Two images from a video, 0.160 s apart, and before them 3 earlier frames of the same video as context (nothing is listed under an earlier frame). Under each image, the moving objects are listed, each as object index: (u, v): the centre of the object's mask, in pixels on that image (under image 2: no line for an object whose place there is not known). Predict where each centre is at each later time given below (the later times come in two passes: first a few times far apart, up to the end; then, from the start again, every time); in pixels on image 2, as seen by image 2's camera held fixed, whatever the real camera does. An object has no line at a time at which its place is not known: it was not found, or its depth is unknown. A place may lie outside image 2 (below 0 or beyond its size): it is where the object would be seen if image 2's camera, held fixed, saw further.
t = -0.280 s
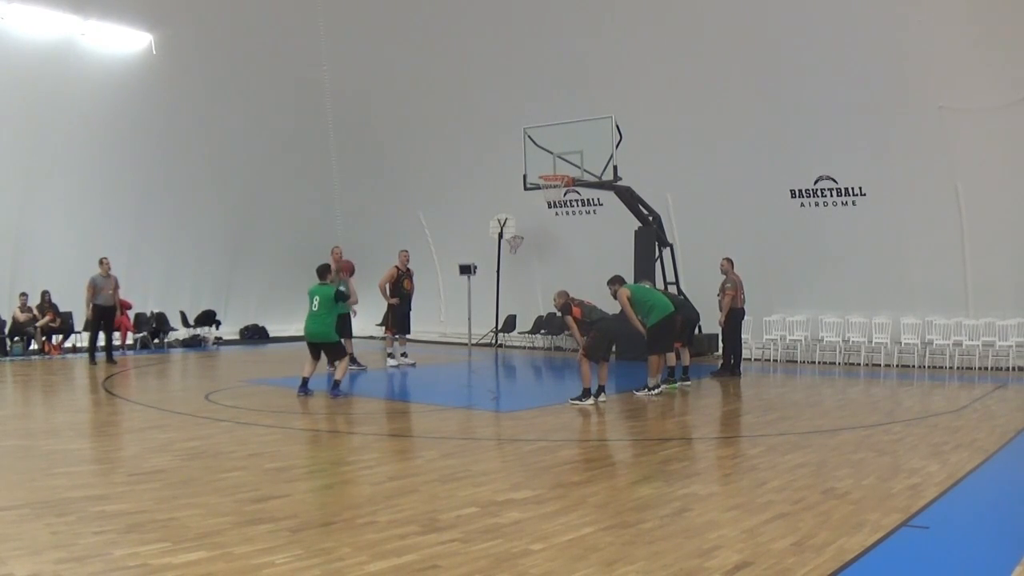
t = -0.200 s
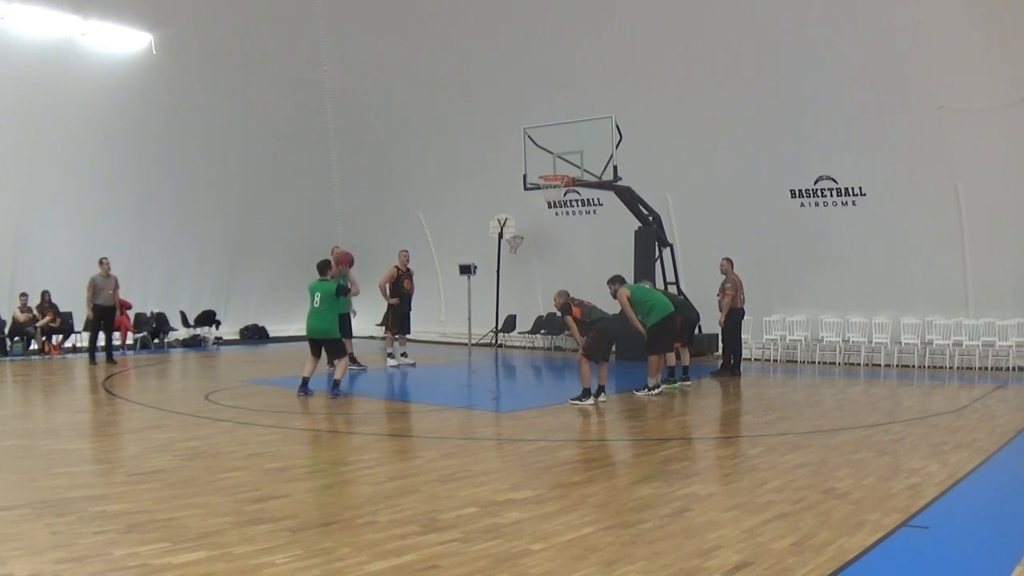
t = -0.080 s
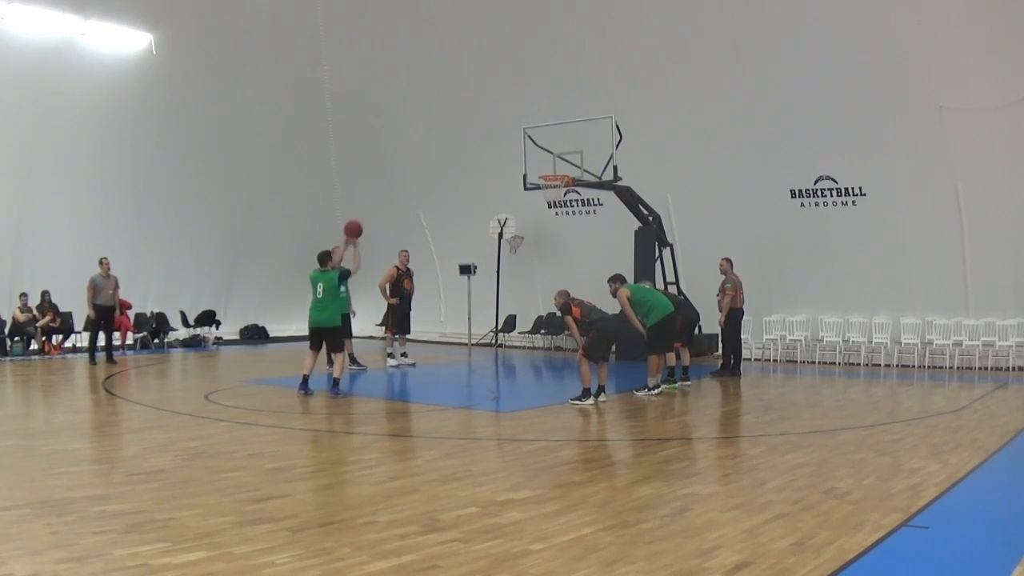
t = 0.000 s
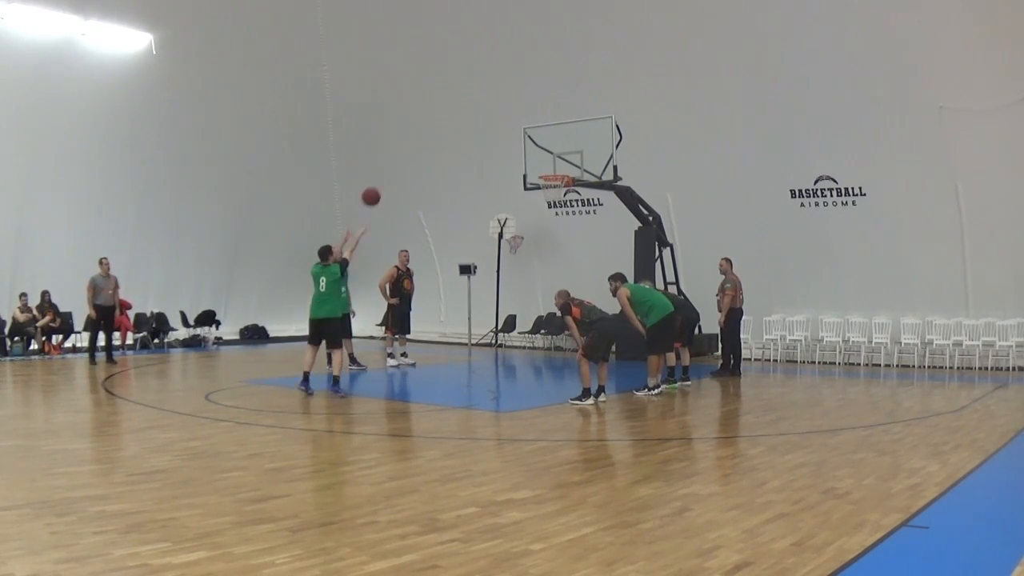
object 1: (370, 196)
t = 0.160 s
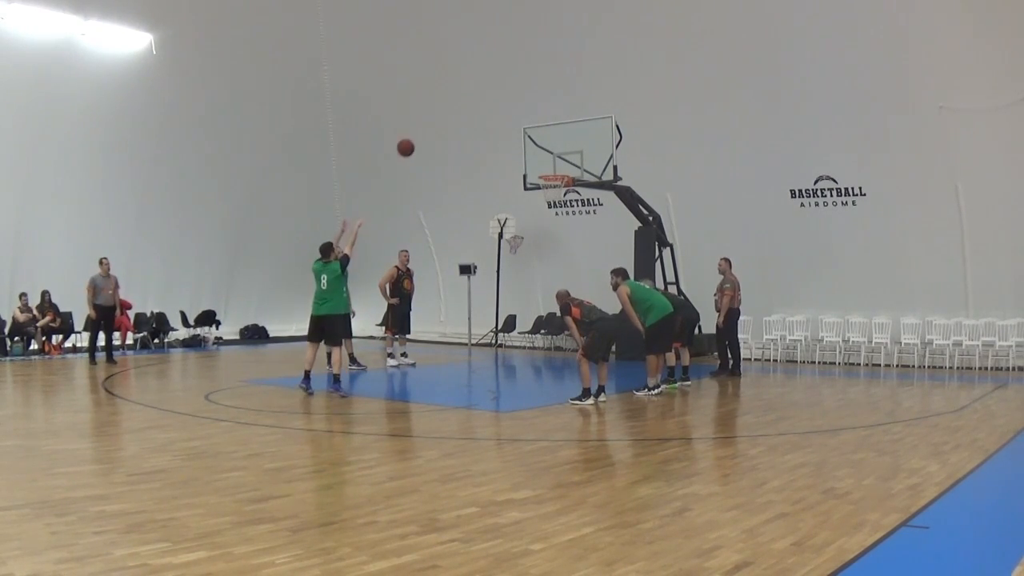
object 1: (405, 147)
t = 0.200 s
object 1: (413, 138)
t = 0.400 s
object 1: (452, 113)
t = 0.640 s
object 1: (494, 120)
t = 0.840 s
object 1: (526, 151)
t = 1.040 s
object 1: (542, 156)
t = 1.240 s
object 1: (549, 150)
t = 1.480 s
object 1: (536, 161)
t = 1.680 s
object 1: (523, 190)
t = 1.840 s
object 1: (512, 227)
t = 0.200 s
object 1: (413, 138)
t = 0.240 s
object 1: (422, 131)
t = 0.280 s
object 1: (429, 125)
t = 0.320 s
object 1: (437, 120)
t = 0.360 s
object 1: (445, 116)
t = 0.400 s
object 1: (452, 113)
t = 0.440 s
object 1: (459, 112)
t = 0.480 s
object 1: (466, 111)
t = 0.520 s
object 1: (473, 112)
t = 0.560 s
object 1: (481, 113)
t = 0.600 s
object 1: (487, 116)
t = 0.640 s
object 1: (494, 120)
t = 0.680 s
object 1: (500, 124)
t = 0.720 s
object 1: (507, 130)
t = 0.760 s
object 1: (513, 136)
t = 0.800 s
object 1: (519, 143)
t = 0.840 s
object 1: (526, 151)
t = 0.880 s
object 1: (532, 161)
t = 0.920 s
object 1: (537, 170)
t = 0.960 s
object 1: (539, 164)
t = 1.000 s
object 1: (541, 159)
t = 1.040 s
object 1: (542, 156)
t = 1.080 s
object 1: (544, 153)
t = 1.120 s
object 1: (545, 151)
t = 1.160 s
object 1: (547, 150)
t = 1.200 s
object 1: (549, 150)
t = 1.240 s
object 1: (549, 150)
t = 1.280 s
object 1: (547, 149)
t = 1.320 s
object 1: (545, 150)
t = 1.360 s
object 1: (543, 151)
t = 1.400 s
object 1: (540, 153)
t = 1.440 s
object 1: (538, 156)
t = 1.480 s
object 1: (536, 161)
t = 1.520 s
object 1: (534, 166)
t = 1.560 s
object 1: (532, 172)
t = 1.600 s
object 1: (530, 178)
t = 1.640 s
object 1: (526, 184)
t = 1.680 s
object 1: (523, 190)
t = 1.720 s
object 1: (520, 198)
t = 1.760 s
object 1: (518, 206)
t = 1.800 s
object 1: (515, 216)
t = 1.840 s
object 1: (512, 227)
